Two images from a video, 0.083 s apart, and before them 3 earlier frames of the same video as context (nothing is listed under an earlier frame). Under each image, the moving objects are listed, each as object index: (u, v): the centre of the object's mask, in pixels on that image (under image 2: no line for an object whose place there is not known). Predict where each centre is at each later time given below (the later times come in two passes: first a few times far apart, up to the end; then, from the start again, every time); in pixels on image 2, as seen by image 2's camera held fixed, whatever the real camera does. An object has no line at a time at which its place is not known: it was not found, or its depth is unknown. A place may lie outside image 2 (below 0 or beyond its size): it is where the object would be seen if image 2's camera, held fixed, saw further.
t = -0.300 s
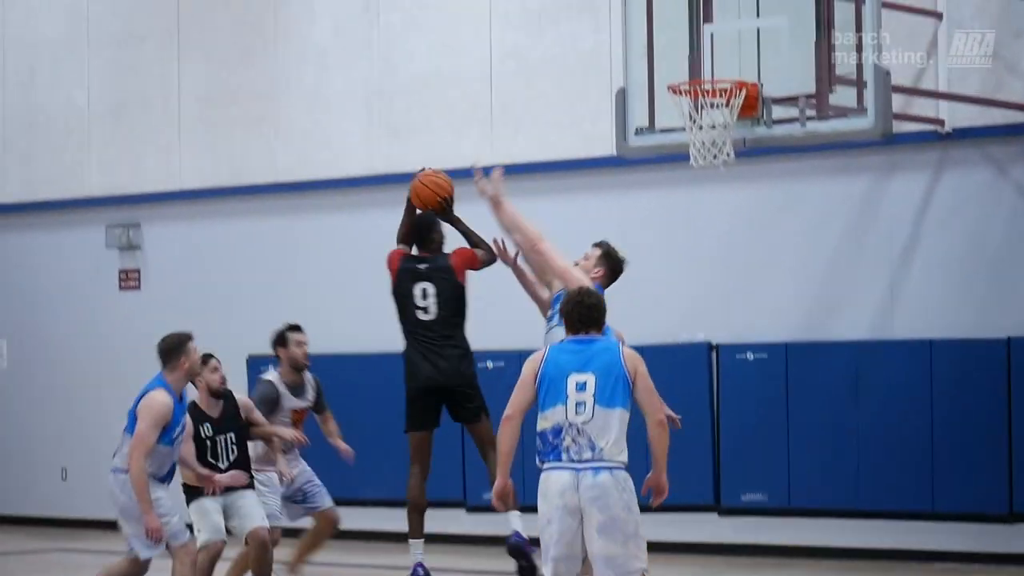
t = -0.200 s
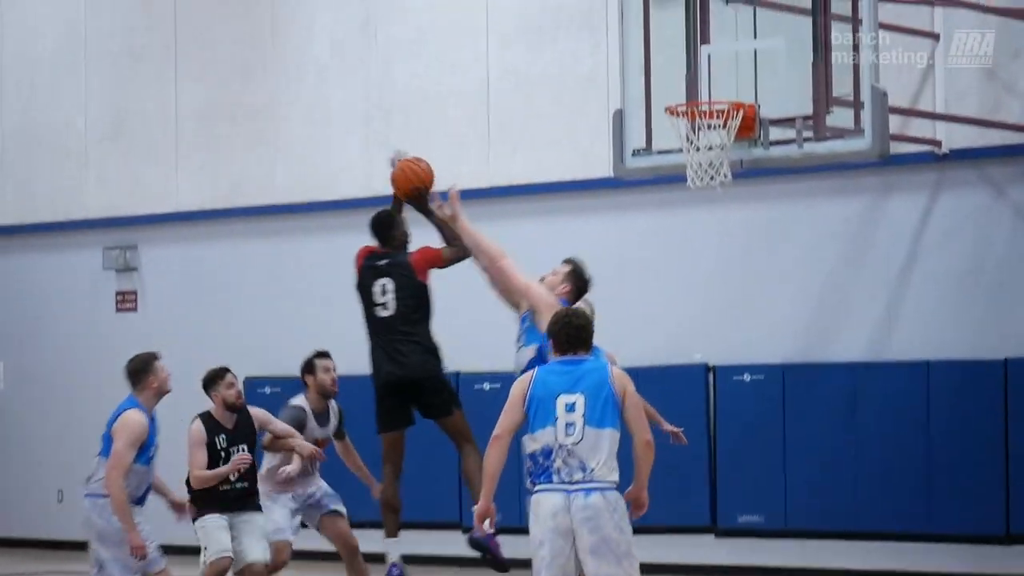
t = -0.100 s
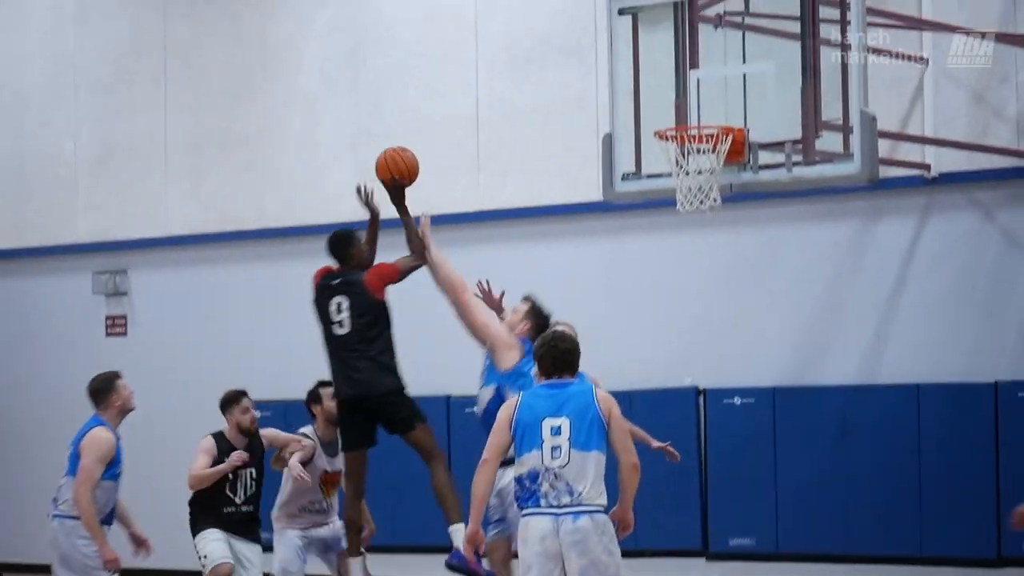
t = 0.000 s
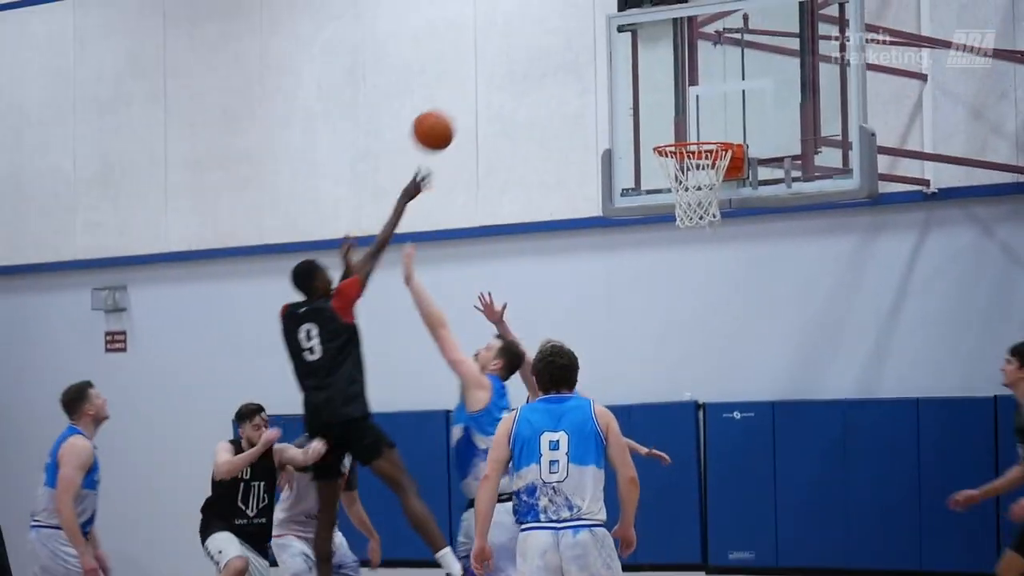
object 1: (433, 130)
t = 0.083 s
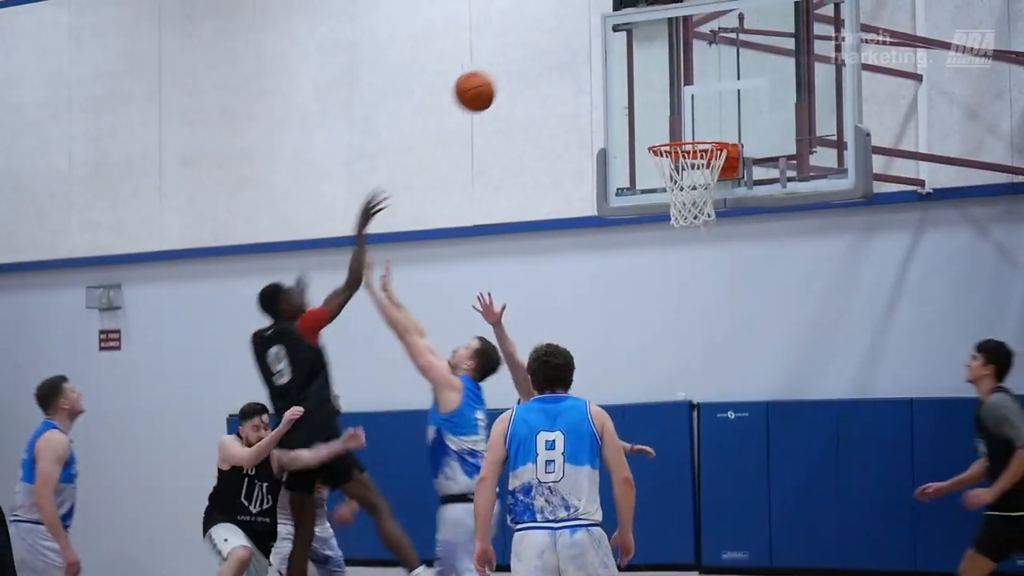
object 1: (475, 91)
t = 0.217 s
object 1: (546, 56)
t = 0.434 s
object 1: (657, 65)
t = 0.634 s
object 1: (713, 127)
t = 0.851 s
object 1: (661, 169)
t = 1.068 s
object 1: (678, 193)
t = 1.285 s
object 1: (713, 233)
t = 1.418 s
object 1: (729, 289)
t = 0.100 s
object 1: (484, 85)
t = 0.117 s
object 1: (493, 79)
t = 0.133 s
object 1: (502, 74)
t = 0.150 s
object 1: (511, 70)
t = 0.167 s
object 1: (520, 66)
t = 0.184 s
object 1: (529, 62)
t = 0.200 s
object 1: (538, 59)
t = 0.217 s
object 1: (546, 56)
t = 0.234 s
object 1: (555, 54)
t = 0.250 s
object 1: (564, 52)
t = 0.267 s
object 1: (573, 51)
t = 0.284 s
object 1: (581, 51)
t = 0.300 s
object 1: (590, 50)
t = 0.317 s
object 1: (598, 51)
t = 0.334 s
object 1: (606, 51)
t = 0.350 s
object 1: (615, 52)
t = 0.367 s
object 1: (624, 54)
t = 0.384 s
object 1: (633, 56)
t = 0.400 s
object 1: (640, 59)
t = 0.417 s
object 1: (649, 62)
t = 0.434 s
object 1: (657, 65)
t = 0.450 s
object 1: (665, 69)
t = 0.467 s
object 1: (674, 73)
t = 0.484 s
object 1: (682, 78)
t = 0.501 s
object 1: (689, 83)
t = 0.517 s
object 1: (698, 89)
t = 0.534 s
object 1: (706, 95)
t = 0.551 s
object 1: (714, 101)
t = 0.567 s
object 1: (722, 109)
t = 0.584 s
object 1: (722, 114)
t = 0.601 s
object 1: (719, 119)
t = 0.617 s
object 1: (716, 124)
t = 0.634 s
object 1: (713, 127)
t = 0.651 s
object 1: (709, 129)
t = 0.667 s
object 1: (705, 131)
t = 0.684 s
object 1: (701, 132)
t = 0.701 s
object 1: (695, 134)
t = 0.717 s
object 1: (692, 141)
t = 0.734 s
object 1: (687, 145)
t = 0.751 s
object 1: (681, 153)
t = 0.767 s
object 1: (677, 156)
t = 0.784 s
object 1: (670, 160)
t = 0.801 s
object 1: (666, 164)
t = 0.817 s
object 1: (664, 166)
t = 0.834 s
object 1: (662, 168)
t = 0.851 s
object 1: (661, 169)
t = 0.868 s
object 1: (661, 170)
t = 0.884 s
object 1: (661, 172)
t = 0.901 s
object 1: (662, 173)
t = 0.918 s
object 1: (663, 174)
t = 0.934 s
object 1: (664, 178)
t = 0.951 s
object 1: (664, 181)
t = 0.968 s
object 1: (665, 182)
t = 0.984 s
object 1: (666, 184)
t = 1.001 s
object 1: (667, 186)
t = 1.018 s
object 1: (669, 188)
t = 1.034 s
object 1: (671, 189)
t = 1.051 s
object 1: (672, 188)
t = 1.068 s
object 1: (678, 193)
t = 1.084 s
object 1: (680, 194)
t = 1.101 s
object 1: (683, 196)
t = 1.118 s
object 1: (686, 199)
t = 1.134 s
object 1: (690, 202)
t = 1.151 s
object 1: (693, 204)
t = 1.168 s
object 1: (696, 207)
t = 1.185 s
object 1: (699, 209)
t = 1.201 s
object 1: (700, 211)
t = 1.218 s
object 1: (704, 216)
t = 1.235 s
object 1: (707, 221)
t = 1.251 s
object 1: (709, 228)
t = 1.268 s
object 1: (711, 231)
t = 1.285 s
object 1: (713, 233)
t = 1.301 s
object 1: (714, 237)
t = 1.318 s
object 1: (716, 244)
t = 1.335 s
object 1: (718, 250)
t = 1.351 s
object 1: (720, 257)
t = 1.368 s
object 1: (722, 264)
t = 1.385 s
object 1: (724, 272)
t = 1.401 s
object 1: (726, 280)
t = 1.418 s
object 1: (729, 289)
